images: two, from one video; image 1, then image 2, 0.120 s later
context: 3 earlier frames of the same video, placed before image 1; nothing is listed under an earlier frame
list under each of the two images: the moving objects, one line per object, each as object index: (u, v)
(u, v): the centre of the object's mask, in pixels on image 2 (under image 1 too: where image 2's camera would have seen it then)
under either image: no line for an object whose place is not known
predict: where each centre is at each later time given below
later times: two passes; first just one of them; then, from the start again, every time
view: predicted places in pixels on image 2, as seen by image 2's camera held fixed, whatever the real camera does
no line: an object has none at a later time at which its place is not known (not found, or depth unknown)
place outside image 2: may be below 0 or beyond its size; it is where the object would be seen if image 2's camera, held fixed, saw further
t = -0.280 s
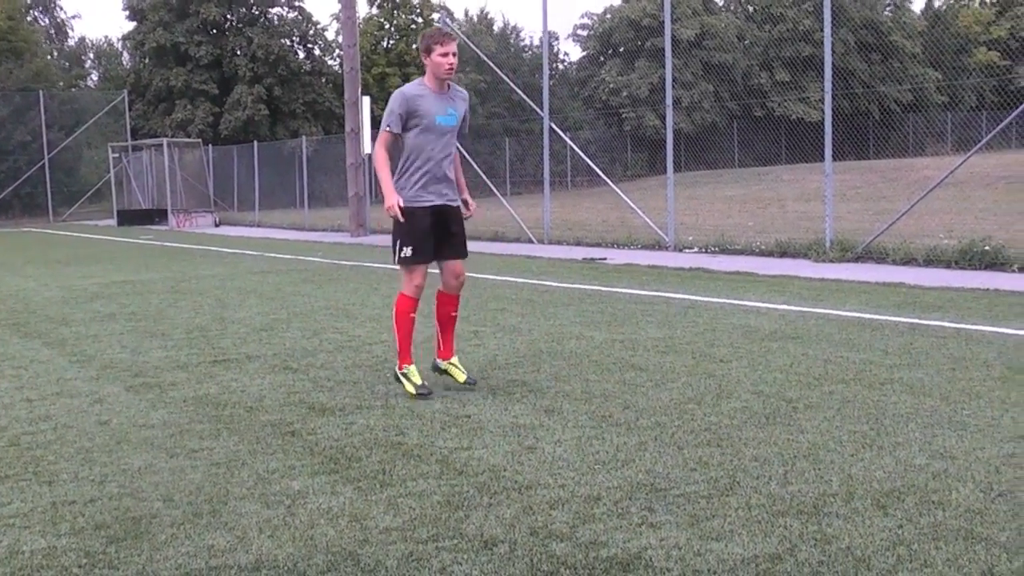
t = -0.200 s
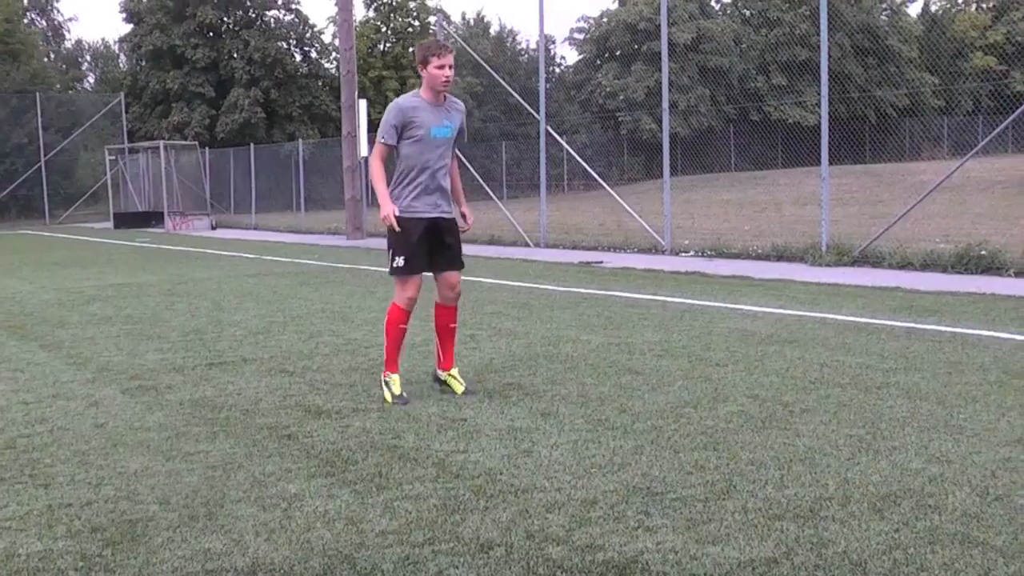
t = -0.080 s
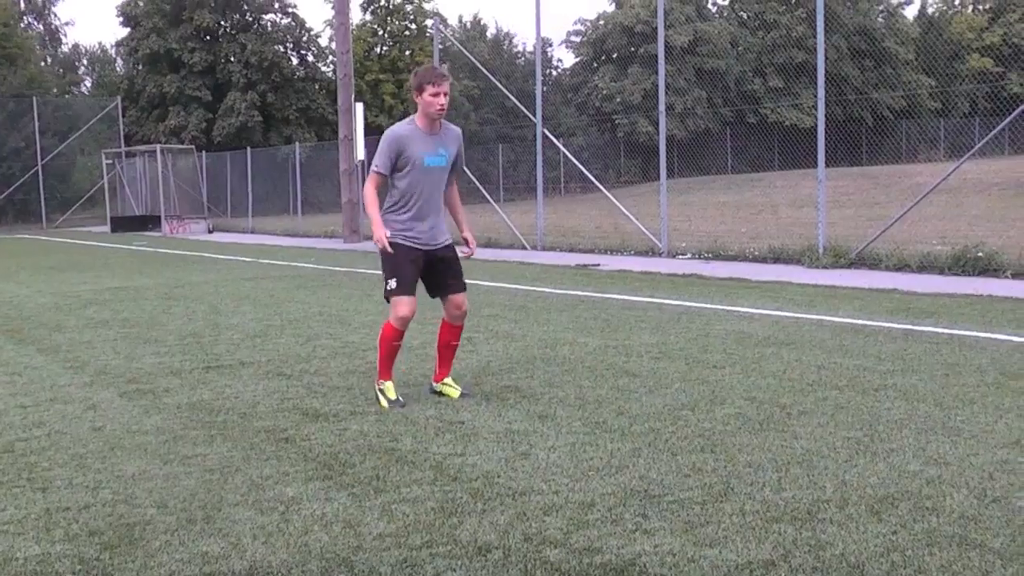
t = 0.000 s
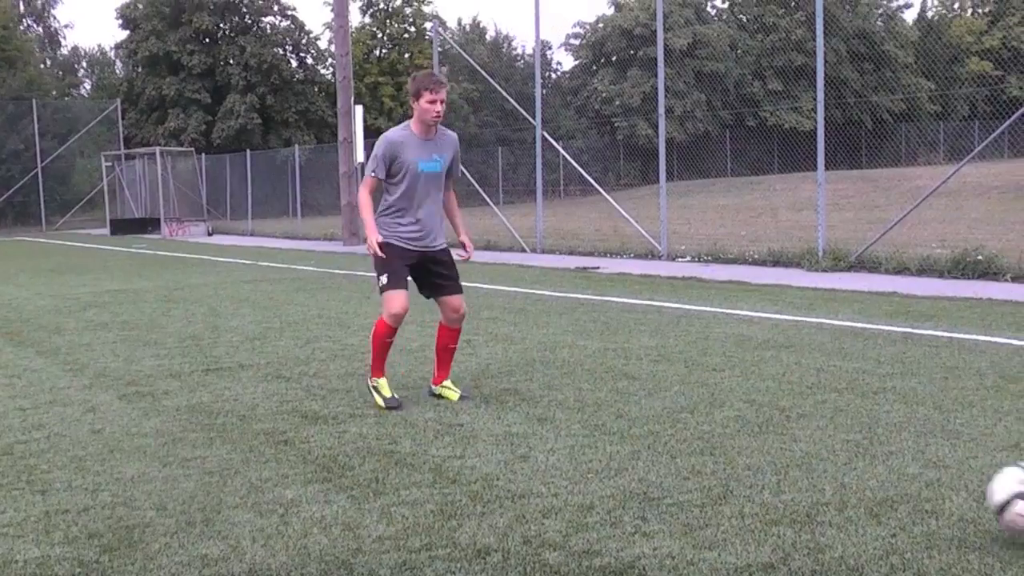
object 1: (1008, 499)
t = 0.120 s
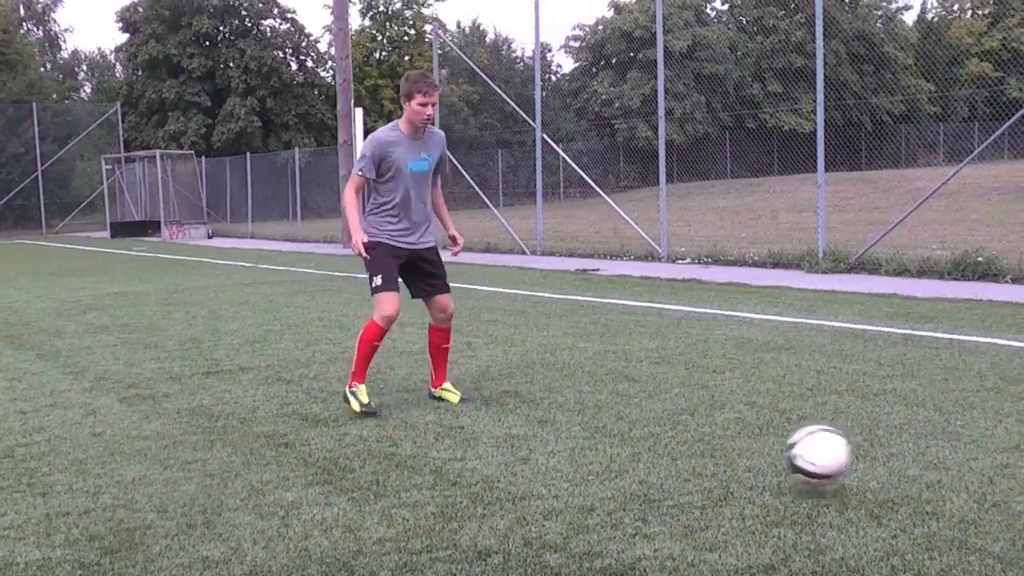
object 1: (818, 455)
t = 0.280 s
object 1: (633, 424)
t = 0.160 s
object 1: (761, 453)
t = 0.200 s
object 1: (708, 448)
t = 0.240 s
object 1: (669, 435)
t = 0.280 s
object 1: (633, 424)
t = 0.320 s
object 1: (598, 418)
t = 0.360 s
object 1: (567, 419)
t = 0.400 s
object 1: (538, 410)
